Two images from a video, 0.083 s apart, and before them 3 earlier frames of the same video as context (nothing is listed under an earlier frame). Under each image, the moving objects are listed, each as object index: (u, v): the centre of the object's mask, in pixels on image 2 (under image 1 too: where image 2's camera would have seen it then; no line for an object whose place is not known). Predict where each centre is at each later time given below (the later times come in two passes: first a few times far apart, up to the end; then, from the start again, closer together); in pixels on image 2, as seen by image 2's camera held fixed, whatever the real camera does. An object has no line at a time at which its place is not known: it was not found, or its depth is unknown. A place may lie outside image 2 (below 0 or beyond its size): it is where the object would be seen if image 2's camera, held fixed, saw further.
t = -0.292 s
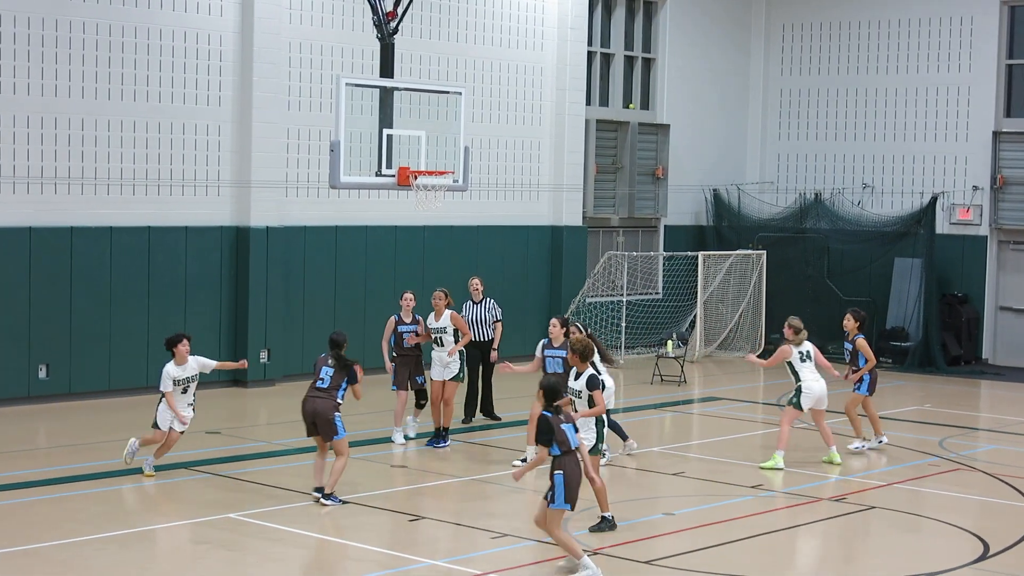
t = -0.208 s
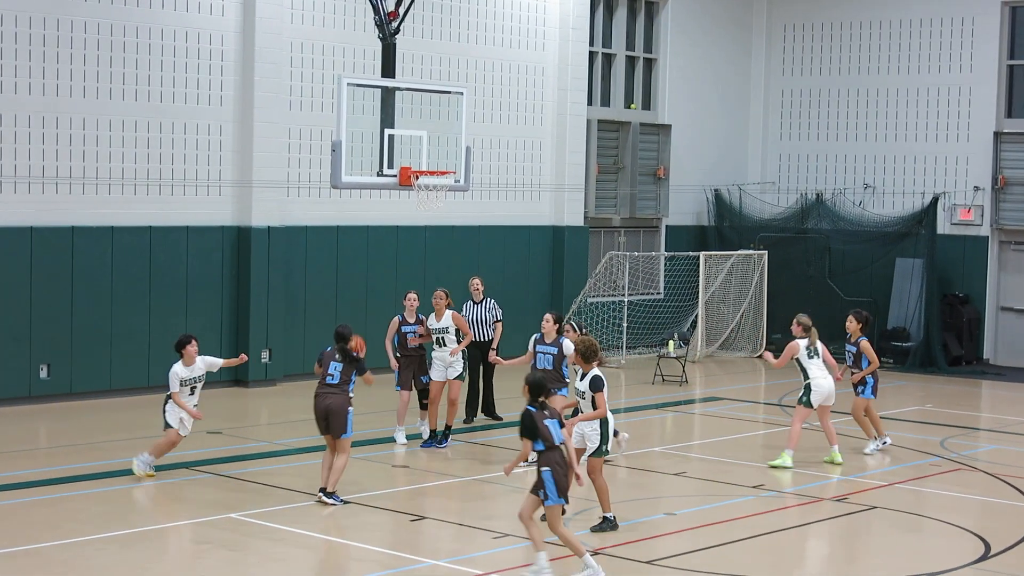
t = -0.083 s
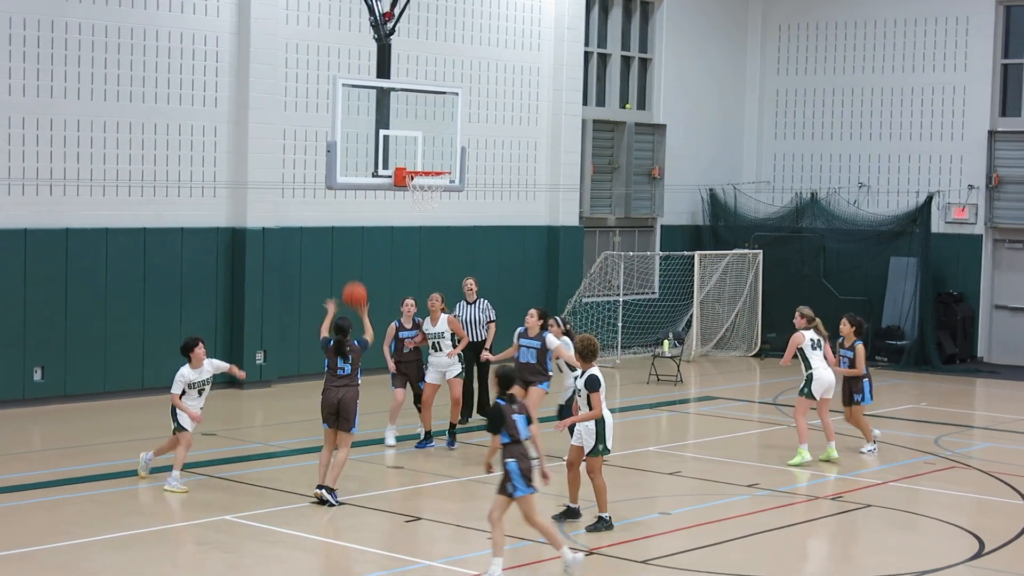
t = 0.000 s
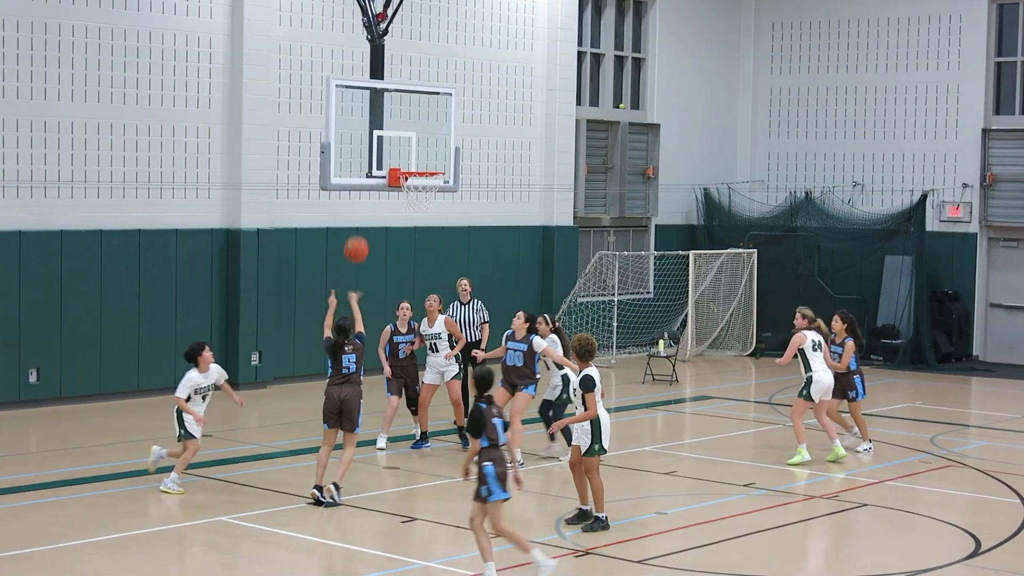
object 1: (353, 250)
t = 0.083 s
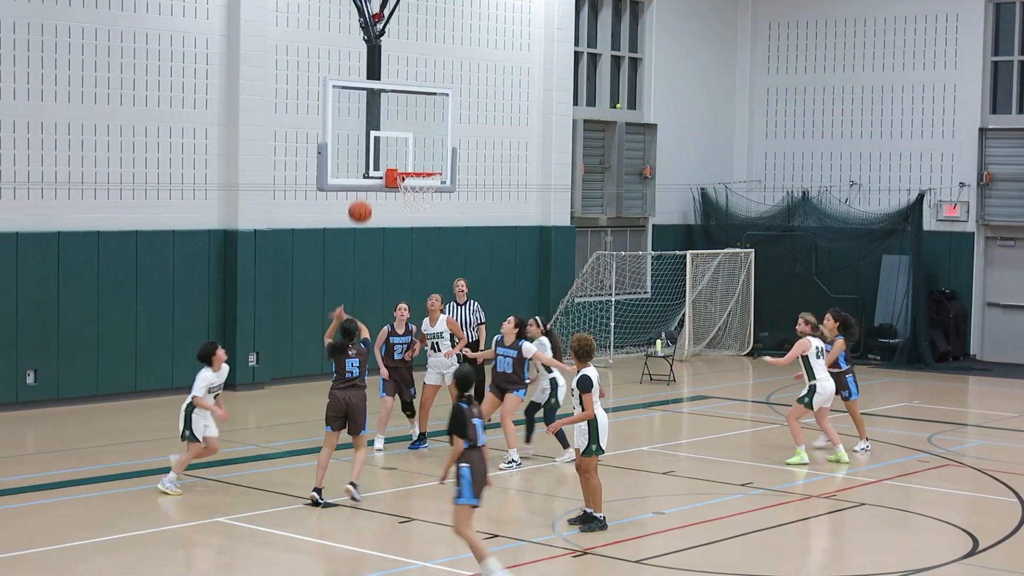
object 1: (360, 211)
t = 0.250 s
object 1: (373, 157)
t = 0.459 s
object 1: (405, 145)
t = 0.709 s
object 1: (414, 165)
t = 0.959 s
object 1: (424, 179)
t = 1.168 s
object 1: (404, 217)
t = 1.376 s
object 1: (390, 287)
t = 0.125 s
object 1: (363, 195)
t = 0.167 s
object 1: (366, 181)
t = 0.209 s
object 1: (370, 168)
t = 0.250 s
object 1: (373, 157)
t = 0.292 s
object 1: (376, 148)
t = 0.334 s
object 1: (380, 143)
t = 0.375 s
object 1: (389, 142)
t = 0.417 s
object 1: (397, 143)
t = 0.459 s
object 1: (405, 145)
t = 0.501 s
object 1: (414, 149)
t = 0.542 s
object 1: (422, 155)
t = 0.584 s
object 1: (430, 162)
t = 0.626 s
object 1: (429, 163)
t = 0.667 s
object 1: (421, 163)
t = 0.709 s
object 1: (414, 165)
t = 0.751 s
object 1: (407, 166)
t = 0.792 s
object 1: (413, 168)
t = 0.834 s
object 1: (419, 168)
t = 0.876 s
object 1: (425, 172)
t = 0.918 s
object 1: (427, 176)
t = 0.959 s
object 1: (424, 179)
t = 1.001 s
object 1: (419, 184)
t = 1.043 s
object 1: (415, 191)
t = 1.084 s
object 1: (410, 198)
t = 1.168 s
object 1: (404, 217)
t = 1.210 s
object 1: (401, 228)
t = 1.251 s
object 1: (399, 240)
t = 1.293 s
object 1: (396, 254)
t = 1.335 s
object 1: (393, 269)
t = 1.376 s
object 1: (390, 287)
